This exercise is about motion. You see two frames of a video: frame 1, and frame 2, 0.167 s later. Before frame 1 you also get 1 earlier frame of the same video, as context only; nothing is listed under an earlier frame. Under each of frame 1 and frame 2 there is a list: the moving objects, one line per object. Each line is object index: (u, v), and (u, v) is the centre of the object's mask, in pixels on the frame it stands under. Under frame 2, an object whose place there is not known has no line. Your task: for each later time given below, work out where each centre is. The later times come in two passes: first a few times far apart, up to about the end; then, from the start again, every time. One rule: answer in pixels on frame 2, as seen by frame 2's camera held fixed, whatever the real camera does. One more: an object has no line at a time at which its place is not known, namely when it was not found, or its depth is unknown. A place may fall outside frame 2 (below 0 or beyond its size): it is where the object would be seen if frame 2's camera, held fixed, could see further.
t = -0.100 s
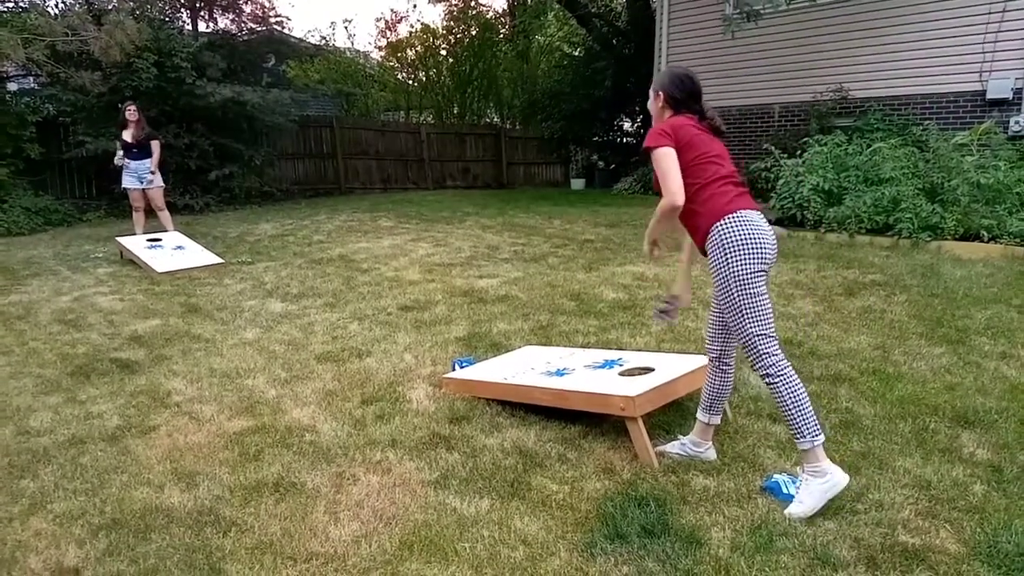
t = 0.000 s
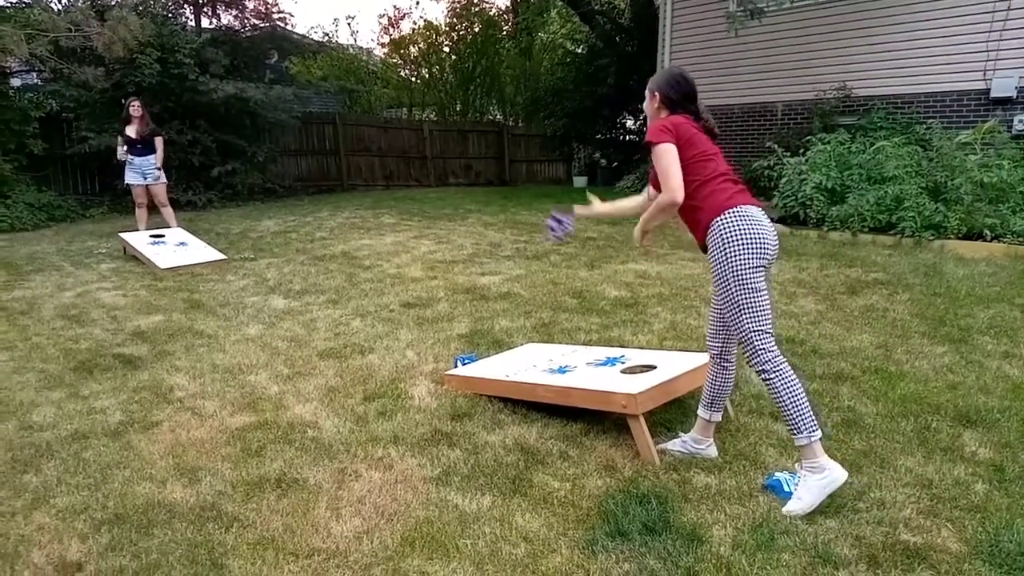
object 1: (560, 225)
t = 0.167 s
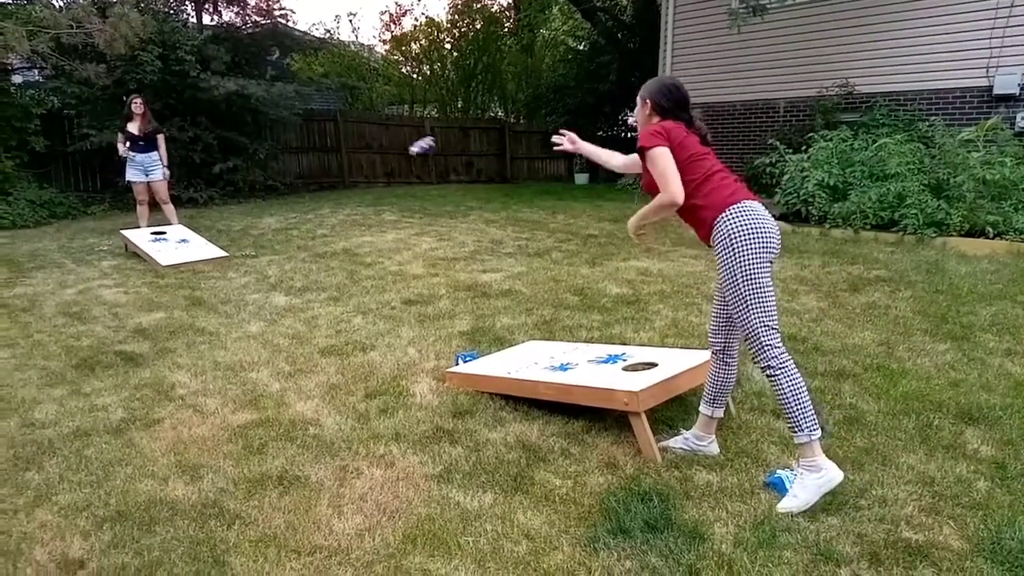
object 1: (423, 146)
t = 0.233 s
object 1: (378, 133)
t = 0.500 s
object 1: (257, 160)
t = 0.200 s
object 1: (399, 139)
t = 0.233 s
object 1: (378, 133)
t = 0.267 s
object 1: (358, 131)
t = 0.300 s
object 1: (340, 130)
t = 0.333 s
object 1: (324, 133)
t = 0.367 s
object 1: (309, 136)
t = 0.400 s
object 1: (294, 140)
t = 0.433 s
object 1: (281, 146)
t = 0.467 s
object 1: (268, 152)
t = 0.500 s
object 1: (257, 160)
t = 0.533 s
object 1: (248, 171)
